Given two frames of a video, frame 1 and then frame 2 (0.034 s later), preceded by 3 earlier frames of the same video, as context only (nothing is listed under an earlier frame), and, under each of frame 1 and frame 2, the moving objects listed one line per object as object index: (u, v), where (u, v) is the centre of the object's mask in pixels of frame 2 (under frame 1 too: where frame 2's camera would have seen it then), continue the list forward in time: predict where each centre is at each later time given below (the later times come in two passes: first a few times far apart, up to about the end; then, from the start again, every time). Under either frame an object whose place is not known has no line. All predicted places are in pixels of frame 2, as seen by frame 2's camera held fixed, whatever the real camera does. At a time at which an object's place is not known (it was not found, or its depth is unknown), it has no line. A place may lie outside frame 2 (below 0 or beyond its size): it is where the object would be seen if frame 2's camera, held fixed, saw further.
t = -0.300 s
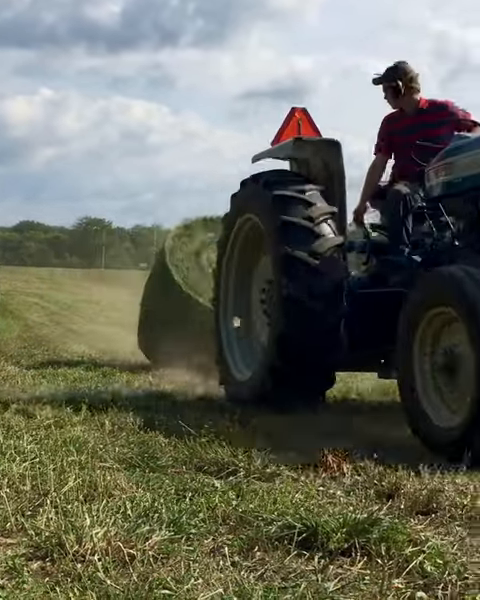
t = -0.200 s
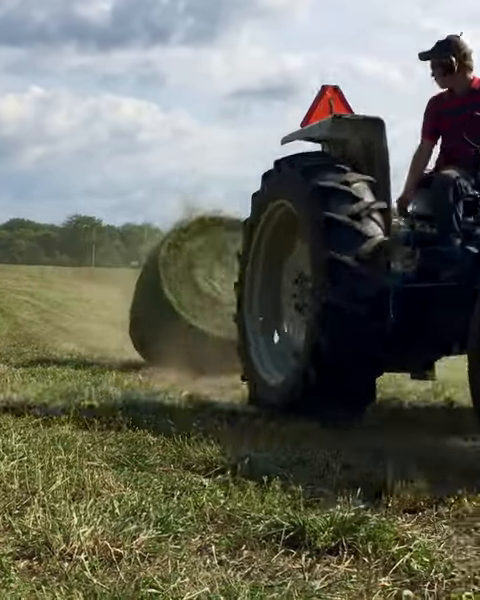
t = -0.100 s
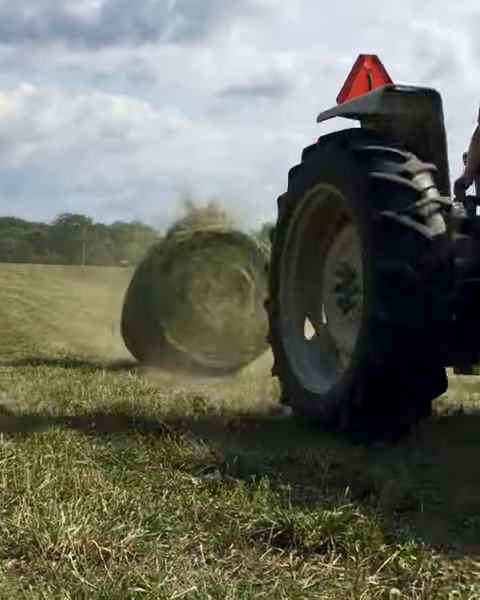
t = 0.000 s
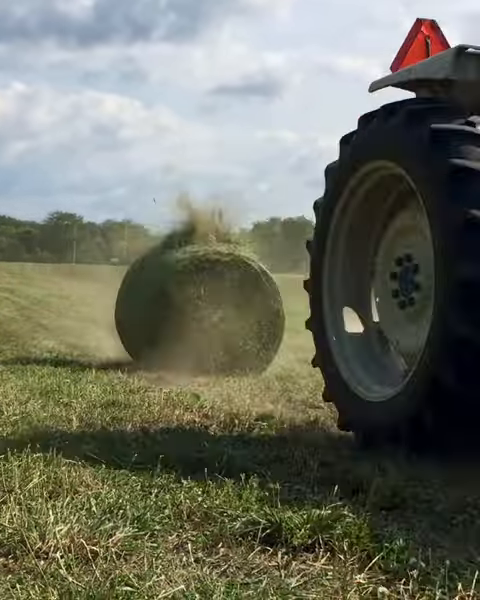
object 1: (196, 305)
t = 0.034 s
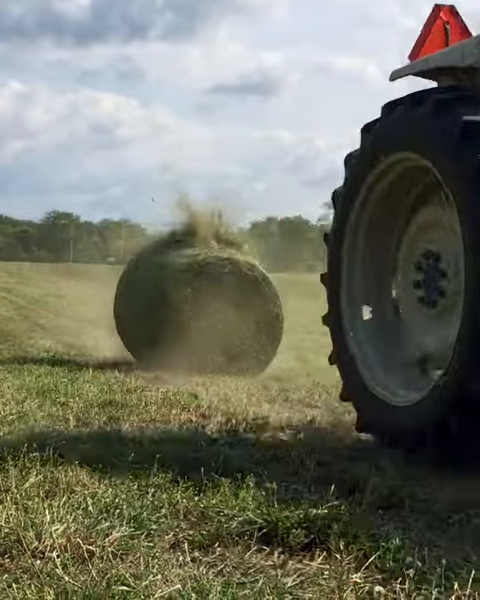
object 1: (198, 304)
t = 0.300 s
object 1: (205, 294)
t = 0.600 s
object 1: (215, 295)
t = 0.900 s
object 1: (226, 309)
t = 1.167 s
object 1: (230, 305)
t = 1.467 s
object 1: (229, 308)
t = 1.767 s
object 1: (226, 307)
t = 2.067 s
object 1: (228, 312)
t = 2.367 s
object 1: (228, 311)
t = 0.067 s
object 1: (199, 301)
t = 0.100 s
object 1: (200, 299)
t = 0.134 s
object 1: (201, 297)
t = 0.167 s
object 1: (201, 296)
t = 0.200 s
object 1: (202, 294)
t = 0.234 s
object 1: (203, 294)
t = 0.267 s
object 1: (204, 294)
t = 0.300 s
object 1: (205, 294)
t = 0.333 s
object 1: (206, 294)
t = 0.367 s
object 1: (207, 293)
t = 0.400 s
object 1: (208, 293)
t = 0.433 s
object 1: (209, 293)
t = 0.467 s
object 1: (210, 293)
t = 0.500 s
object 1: (211, 294)
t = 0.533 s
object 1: (212, 294)
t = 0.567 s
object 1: (214, 294)
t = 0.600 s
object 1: (215, 295)
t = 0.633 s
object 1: (216, 296)
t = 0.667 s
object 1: (217, 297)
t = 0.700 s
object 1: (219, 298)
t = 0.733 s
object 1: (220, 299)
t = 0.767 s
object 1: (222, 301)
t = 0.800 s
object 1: (223, 303)
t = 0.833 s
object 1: (224, 305)
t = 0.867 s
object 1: (225, 307)
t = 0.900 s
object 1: (226, 309)
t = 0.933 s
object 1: (228, 309)
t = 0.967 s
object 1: (227, 307)
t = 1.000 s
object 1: (228, 306)
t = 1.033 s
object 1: (229, 307)
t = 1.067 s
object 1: (230, 306)
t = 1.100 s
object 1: (230, 306)
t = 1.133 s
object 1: (230, 306)
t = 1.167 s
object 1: (230, 305)
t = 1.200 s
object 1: (231, 305)
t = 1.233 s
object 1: (231, 305)
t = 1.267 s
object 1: (231, 305)
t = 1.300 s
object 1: (231, 306)
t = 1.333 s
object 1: (231, 306)
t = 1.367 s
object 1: (231, 307)
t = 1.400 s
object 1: (231, 307)
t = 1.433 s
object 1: (230, 308)
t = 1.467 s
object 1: (229, 308)
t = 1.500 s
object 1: (229, 309)
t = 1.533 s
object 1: (228, 310)
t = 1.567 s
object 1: (228, 311)
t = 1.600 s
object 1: (227, 310)
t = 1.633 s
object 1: (227, 309)
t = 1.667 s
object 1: (226, 308)
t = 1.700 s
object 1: (226, 307)
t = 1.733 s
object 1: (226, 307)
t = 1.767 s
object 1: (226, 307)
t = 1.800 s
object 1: (225, 307)
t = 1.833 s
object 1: (226, 307)
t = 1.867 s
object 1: (226, 307)
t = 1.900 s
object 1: (226, 307)
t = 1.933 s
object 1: (226, 308)
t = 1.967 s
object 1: (227, 309)
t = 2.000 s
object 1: (227, 310)
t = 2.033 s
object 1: (228, 311)
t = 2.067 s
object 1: (228, 312)
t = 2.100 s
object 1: (228, 311)
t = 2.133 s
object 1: (228, 311)
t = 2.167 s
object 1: (229, 311)
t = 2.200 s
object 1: (229, 311)
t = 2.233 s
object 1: (229, 311)
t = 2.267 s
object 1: (229, 311)
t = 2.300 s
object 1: (229, 311)
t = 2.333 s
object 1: (229, 311)
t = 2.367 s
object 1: (228, 311)
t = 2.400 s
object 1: (228, 311)
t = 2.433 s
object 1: (228, 311)
